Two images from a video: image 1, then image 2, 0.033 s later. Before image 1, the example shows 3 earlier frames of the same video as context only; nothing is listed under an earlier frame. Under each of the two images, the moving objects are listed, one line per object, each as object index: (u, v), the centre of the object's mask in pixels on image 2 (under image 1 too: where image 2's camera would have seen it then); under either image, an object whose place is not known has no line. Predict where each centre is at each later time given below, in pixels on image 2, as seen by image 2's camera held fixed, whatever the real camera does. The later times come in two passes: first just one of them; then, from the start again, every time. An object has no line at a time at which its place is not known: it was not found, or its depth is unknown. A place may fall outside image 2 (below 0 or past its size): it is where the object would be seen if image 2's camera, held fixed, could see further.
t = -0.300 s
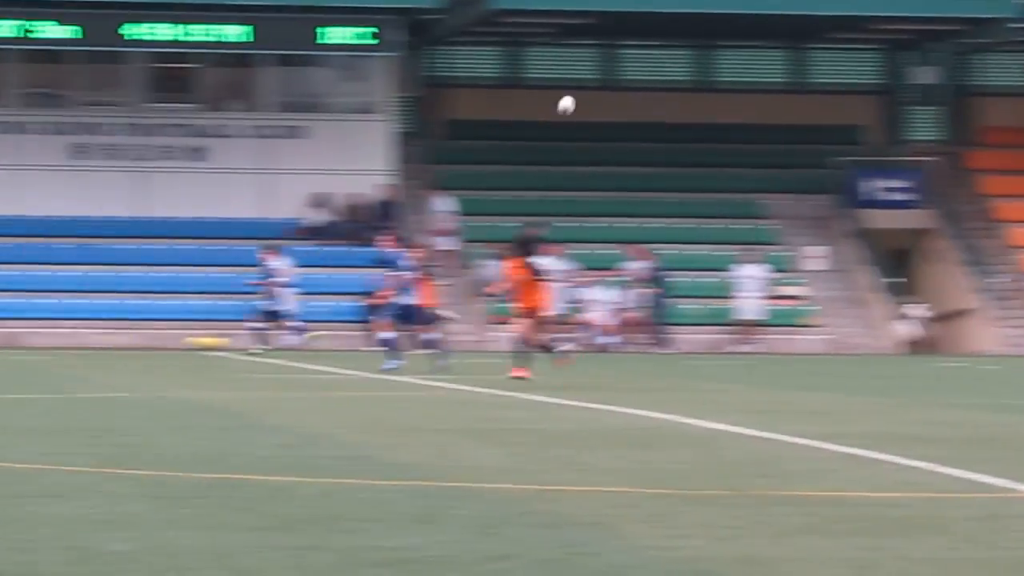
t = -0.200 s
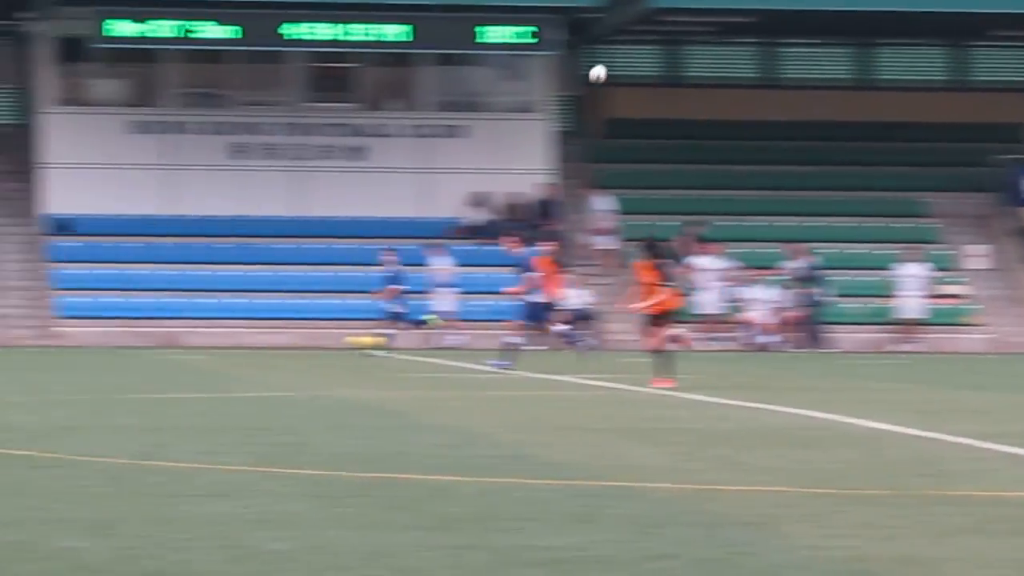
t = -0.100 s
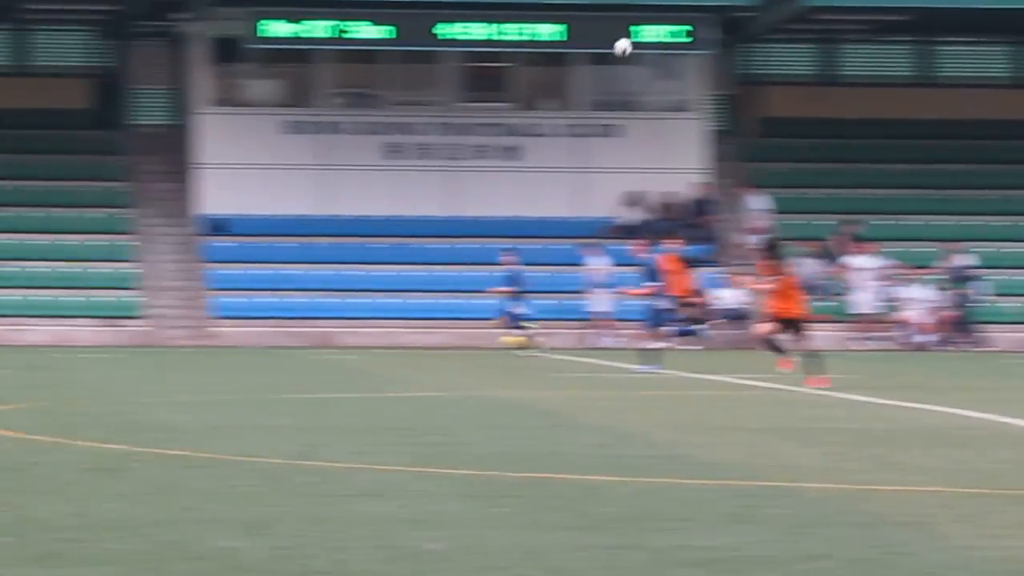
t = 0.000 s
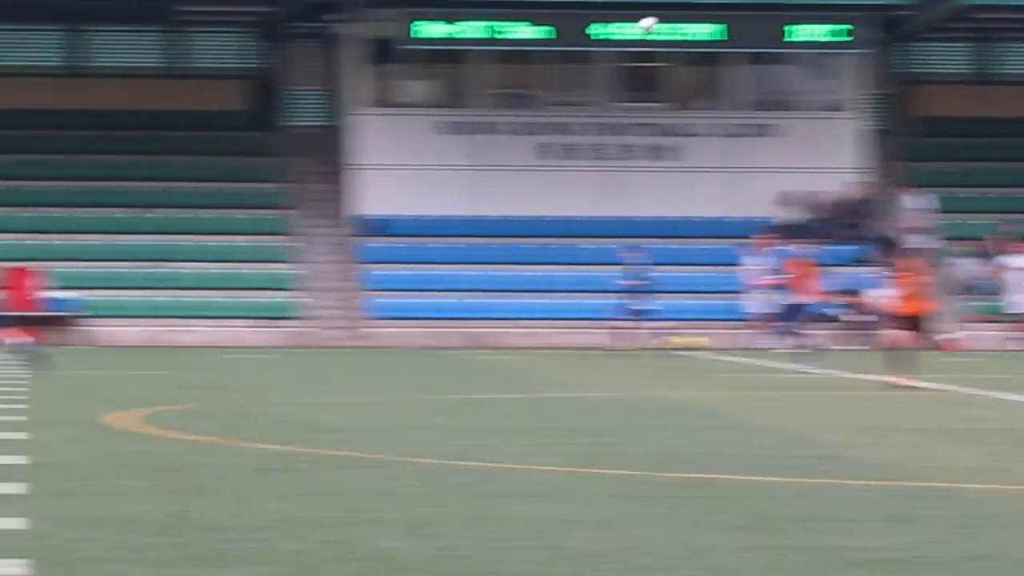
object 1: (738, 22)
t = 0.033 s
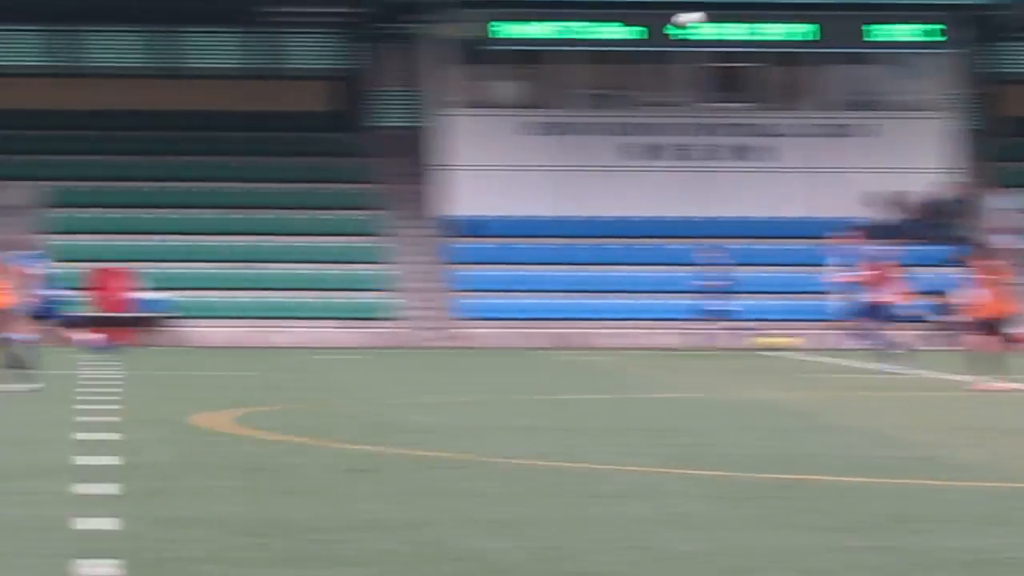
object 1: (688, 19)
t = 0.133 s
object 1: (561, 9)
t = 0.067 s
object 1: (646, 16)
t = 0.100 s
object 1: (604, 12)
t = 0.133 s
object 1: (561, 9)
